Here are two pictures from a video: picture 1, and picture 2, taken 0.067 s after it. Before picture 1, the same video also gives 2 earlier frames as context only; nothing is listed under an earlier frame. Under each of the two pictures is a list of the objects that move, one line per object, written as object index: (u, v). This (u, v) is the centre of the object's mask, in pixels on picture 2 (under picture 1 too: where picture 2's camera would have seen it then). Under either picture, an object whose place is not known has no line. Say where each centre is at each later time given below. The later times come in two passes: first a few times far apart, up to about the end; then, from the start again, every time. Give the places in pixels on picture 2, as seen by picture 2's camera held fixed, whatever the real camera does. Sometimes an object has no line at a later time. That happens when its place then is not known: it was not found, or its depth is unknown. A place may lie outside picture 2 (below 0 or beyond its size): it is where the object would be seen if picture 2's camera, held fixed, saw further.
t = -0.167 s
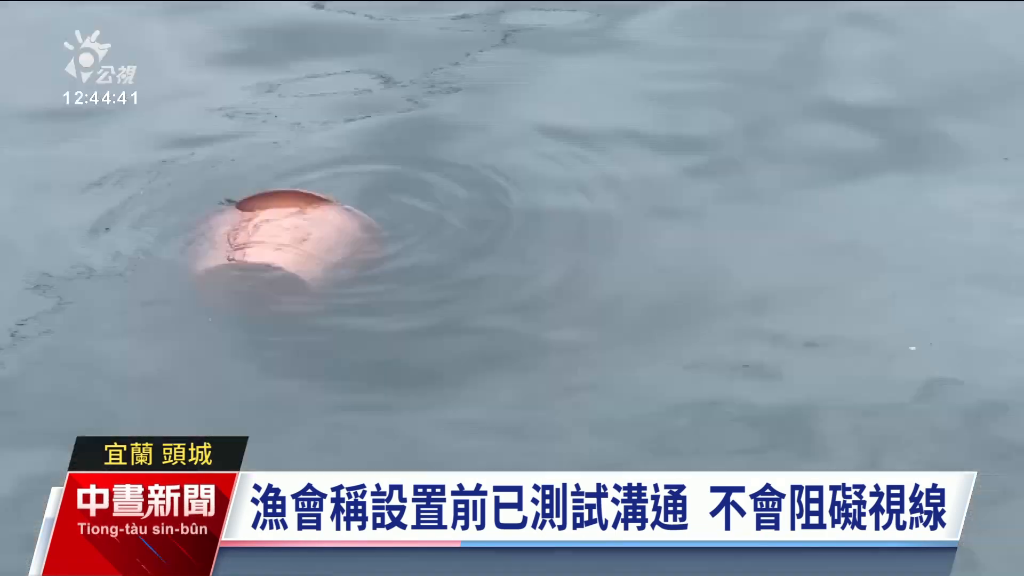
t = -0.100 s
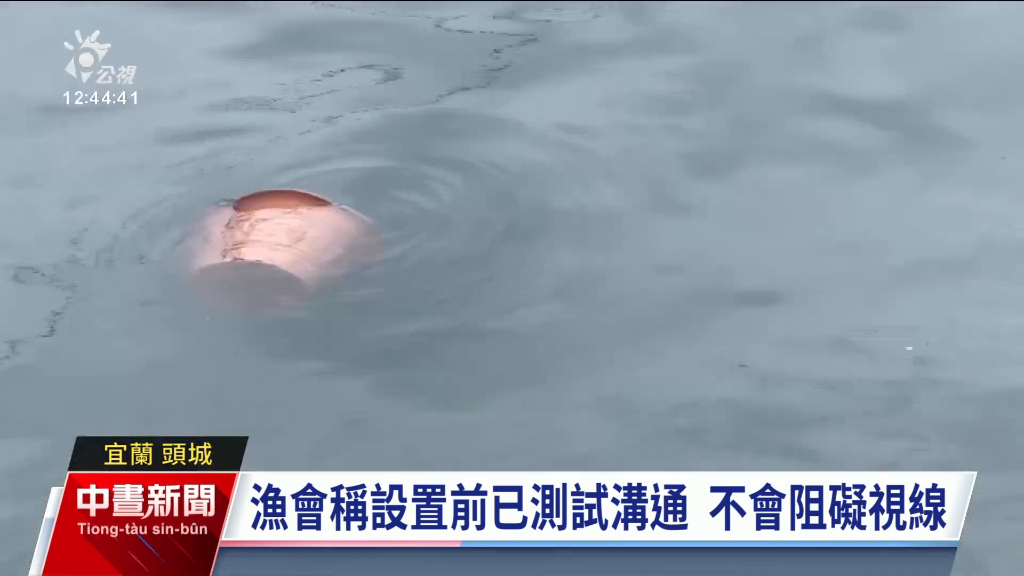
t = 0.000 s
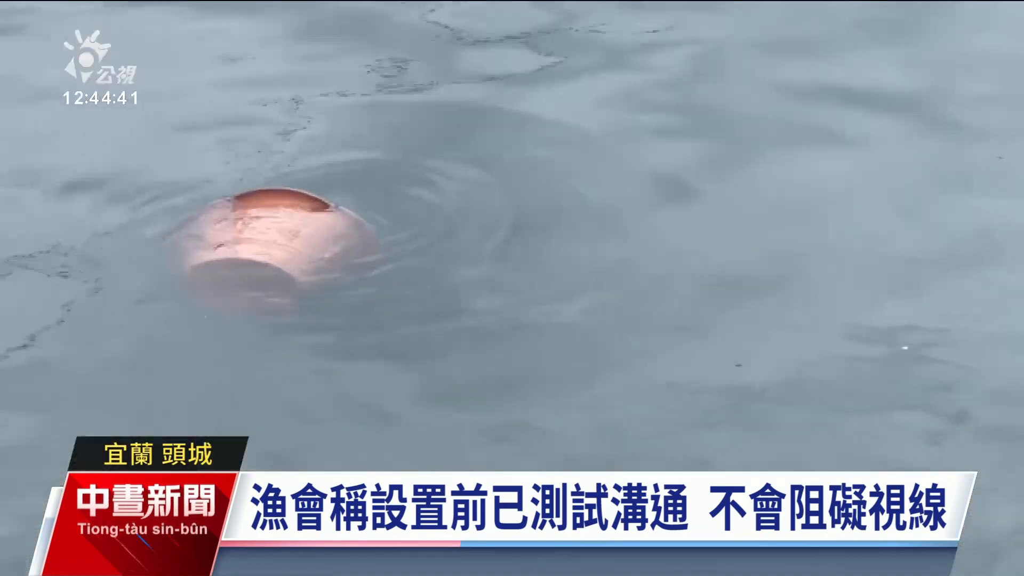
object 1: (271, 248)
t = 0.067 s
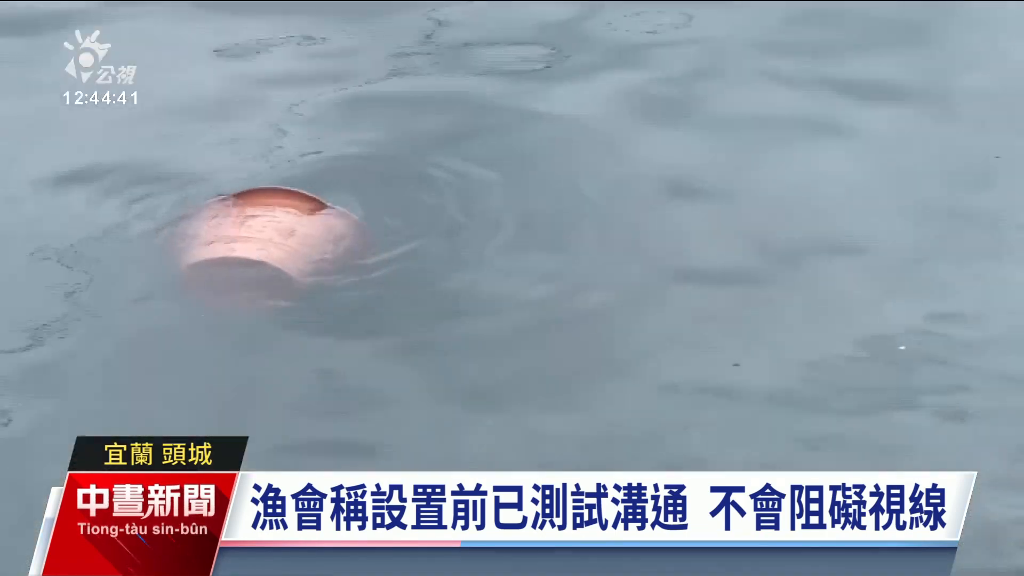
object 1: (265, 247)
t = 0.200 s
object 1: (256, 246)
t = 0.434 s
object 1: (245, 245)
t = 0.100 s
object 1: (264, 247)
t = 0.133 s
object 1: (261, 247)
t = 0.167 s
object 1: (258, 246)
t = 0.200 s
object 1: (256, 246)
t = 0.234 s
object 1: (252, 245)
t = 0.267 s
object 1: (249, 244)
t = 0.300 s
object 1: (248, 244)
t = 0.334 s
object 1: (247, 244)
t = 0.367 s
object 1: (247, 244)
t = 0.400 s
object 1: (246, 245)
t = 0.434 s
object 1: (245, 245)
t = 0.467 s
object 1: (244, 244)
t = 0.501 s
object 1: (241, 245)
